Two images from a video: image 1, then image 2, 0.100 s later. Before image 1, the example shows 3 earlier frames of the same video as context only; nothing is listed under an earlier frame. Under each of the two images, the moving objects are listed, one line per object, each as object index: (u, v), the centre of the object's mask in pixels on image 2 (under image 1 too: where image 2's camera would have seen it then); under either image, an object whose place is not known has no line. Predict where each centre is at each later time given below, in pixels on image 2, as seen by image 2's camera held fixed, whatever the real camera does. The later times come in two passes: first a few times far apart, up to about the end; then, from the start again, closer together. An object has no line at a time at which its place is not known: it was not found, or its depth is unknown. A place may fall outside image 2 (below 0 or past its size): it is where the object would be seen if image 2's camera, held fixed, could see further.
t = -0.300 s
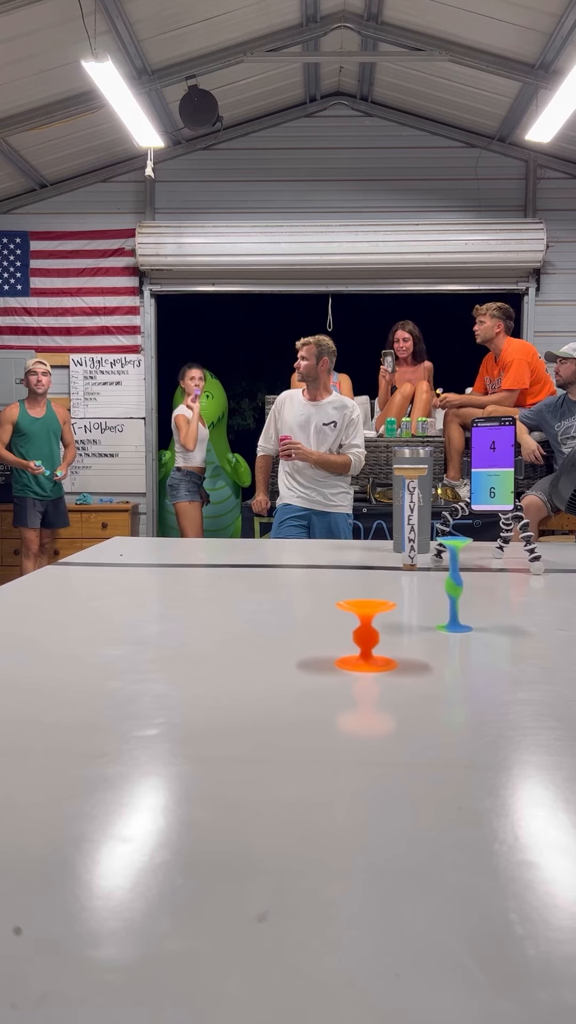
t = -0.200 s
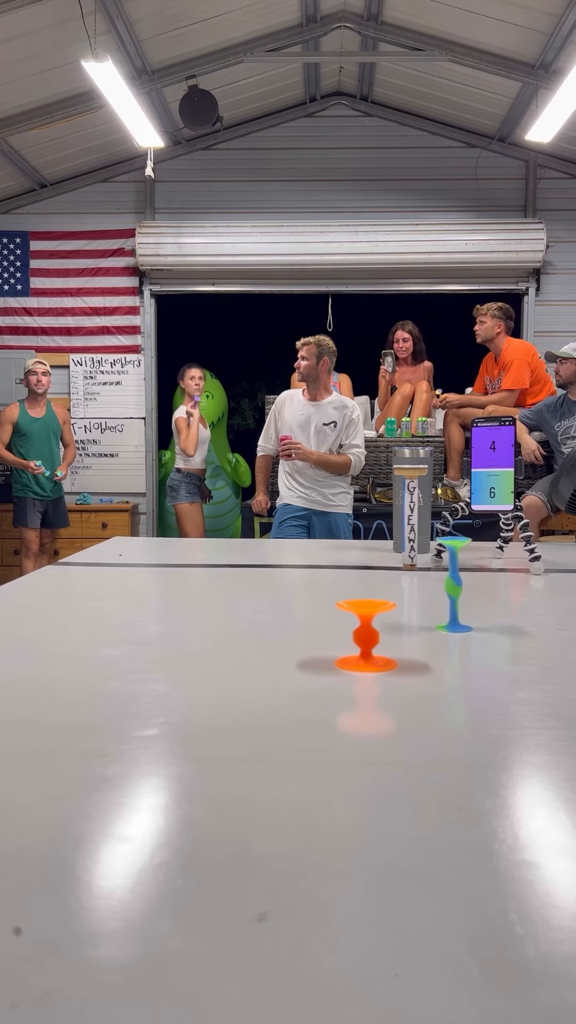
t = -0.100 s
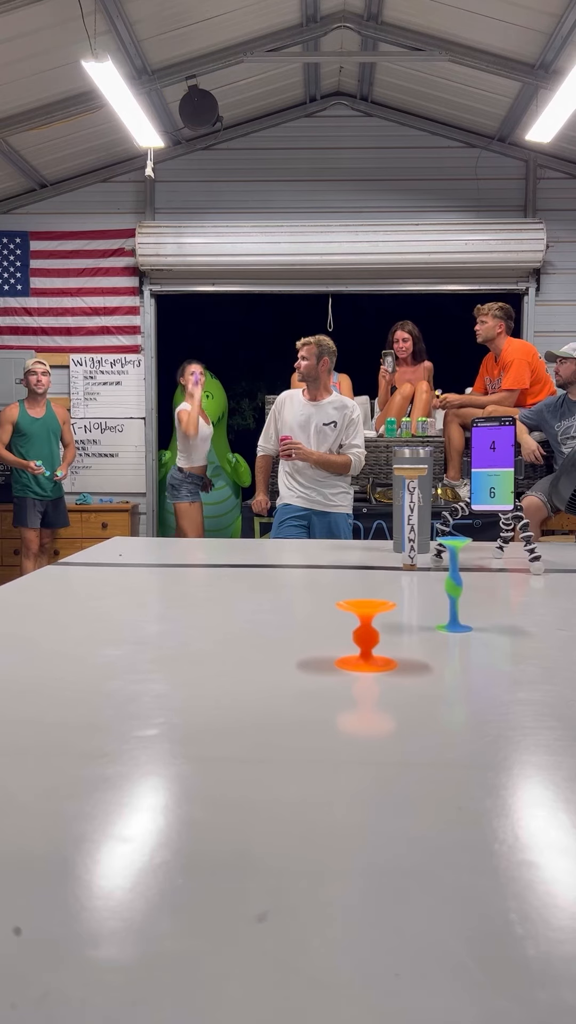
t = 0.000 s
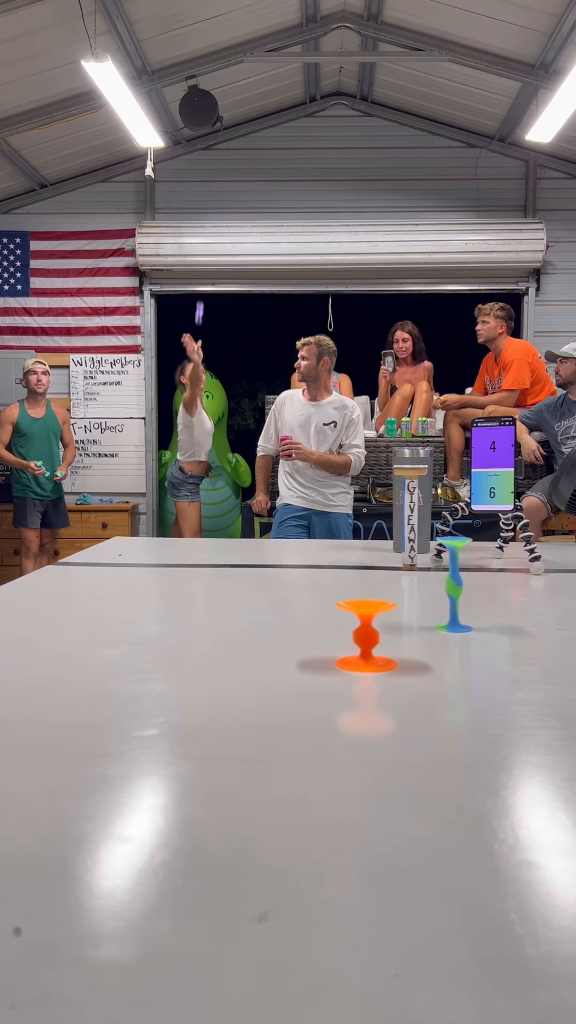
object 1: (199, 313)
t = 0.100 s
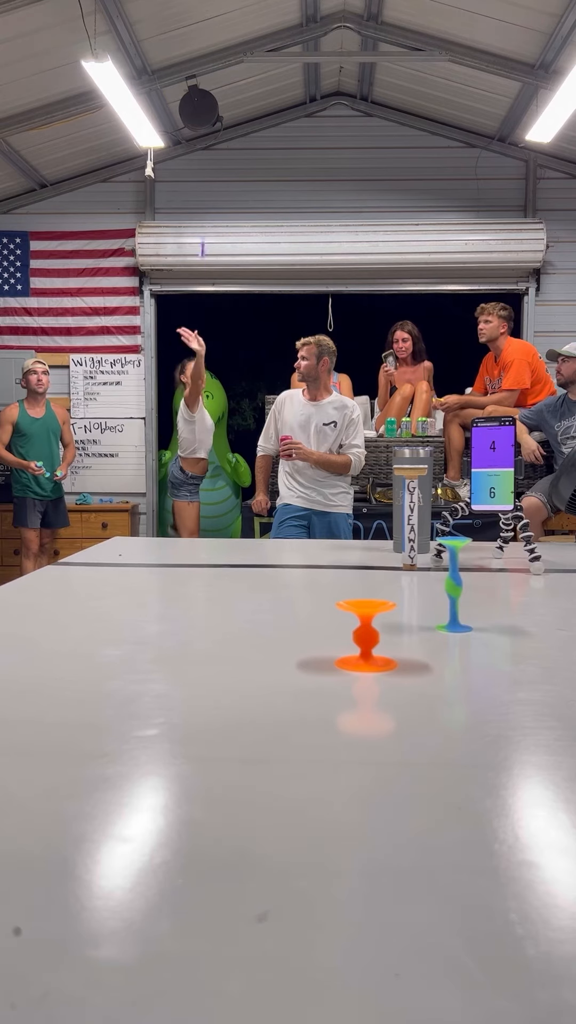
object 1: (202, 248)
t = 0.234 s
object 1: (209, 170)
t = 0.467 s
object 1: (228, 90)
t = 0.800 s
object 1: (318, 426)
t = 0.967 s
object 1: (345, 577)
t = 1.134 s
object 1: (346, 578)
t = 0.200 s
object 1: (207, 188)
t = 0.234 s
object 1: (209, 170)
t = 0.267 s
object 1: (211, 153)
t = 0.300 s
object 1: (213, 138)
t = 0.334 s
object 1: (216, 124)
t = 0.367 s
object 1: (218, 112)
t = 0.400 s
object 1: (221, 102)
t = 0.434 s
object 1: (225, 95)
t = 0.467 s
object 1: (228, 90)
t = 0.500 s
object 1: (233, 89)
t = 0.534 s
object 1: (238, 93)
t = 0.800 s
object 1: (318, 426)
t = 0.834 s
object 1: (337, 551)
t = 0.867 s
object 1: (349, 580)
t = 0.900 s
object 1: (354, 577)
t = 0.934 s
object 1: (351, 578)
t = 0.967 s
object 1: (345, 577)
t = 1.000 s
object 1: (345, 581)
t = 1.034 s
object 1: (348, 579)
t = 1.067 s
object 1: (350, 581)
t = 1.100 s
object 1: (349, 578)
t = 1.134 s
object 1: (346, 578)
